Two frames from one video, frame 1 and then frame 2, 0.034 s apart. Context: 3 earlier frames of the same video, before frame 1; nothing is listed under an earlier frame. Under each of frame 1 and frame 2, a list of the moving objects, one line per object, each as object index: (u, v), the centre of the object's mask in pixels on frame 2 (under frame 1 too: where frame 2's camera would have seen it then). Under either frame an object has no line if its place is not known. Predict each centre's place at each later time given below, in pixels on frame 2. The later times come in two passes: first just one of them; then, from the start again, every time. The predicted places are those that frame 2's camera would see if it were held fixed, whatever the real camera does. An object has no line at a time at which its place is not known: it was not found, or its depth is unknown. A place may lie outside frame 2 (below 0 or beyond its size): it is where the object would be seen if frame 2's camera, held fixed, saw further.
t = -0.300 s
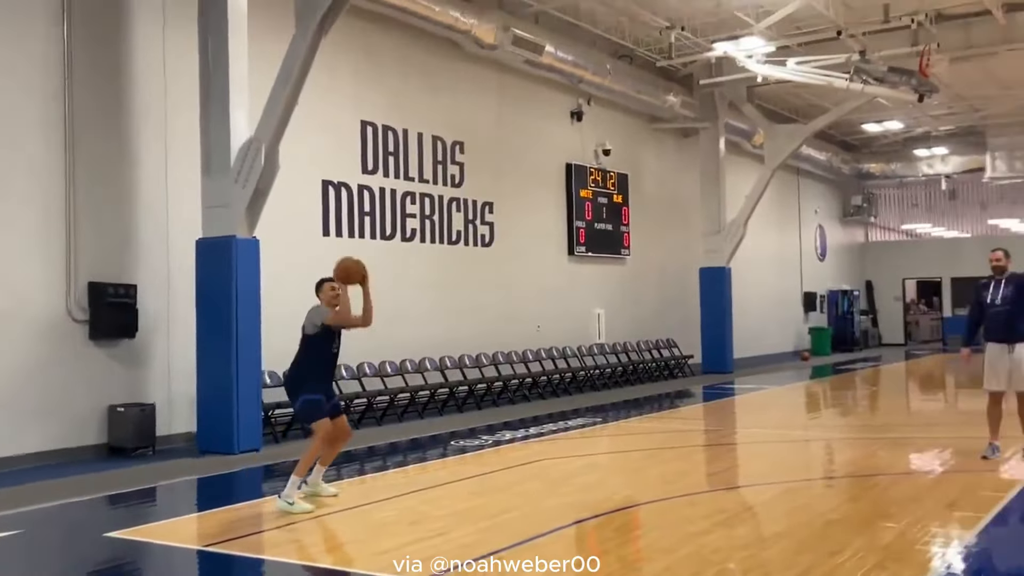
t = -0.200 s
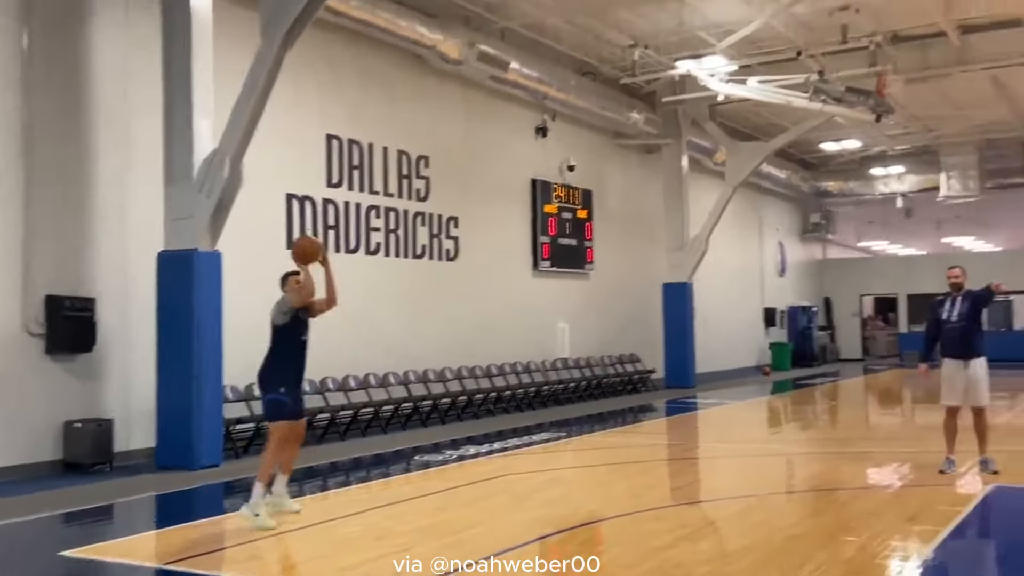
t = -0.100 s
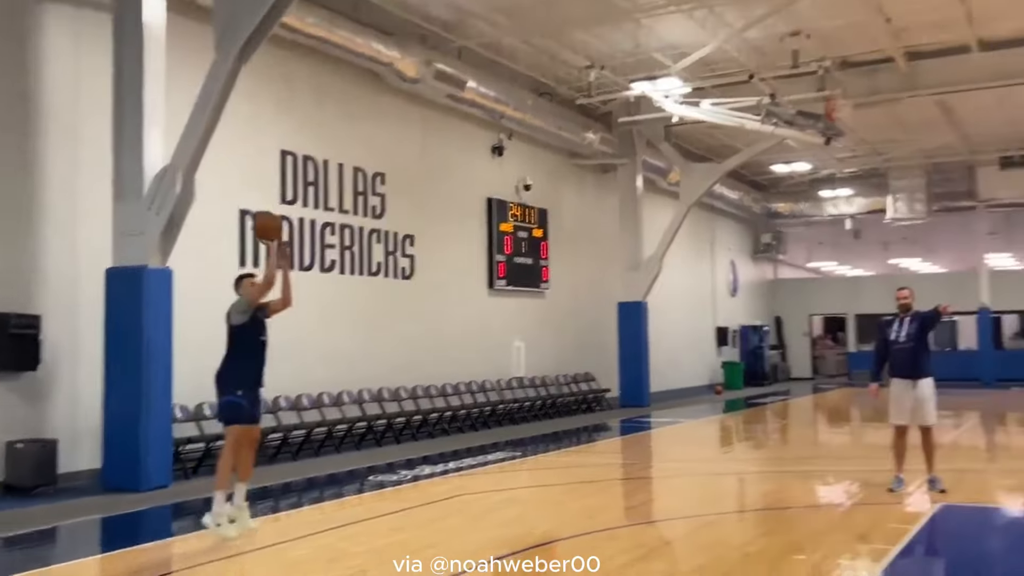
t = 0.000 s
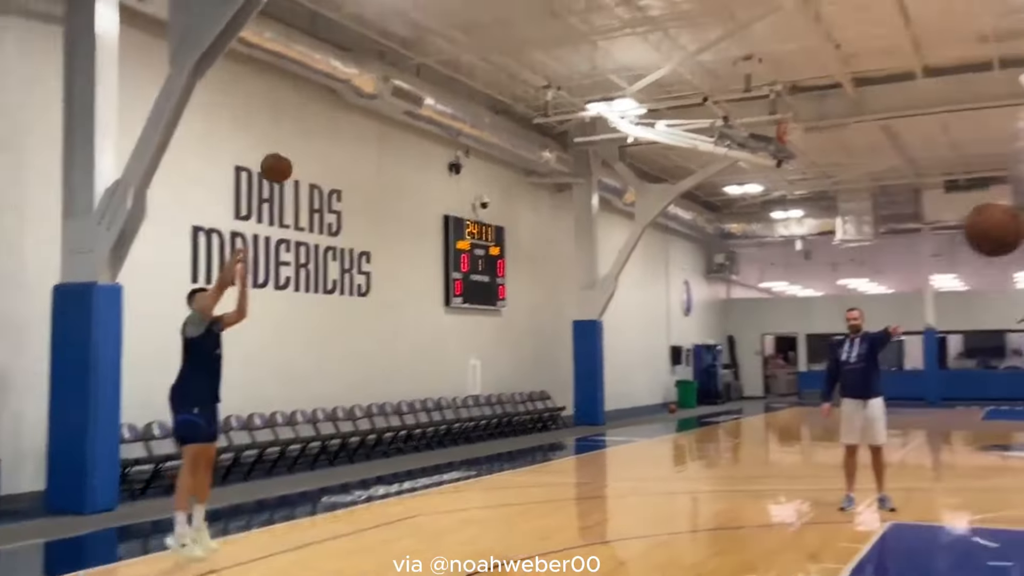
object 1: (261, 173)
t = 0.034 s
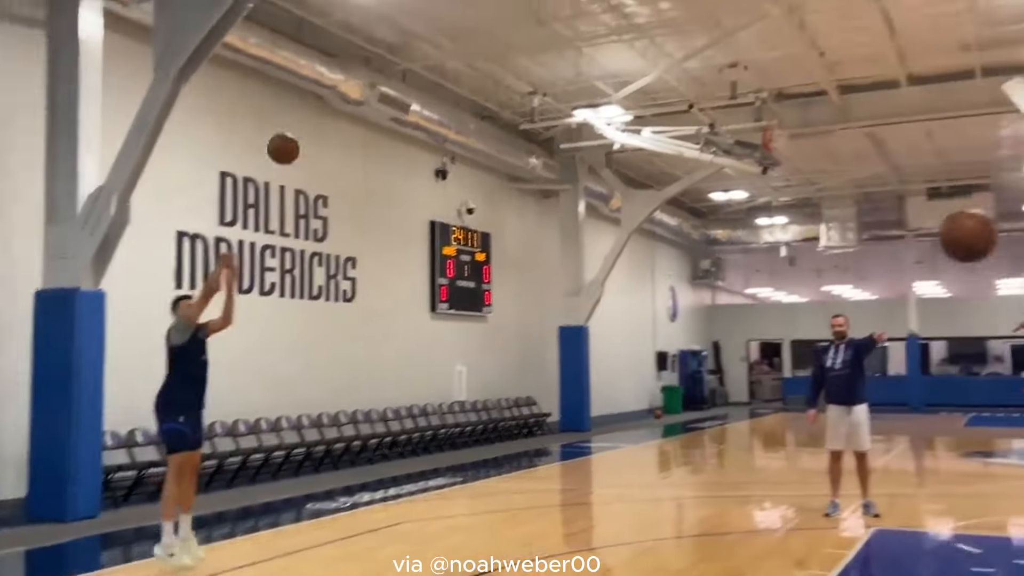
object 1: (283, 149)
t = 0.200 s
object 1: (396, 43)
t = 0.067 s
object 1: (305, 125)
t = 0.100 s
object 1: (327, 104)
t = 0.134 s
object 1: (351, 82)
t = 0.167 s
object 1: (373, 63)
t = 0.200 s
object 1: (396, 43)
